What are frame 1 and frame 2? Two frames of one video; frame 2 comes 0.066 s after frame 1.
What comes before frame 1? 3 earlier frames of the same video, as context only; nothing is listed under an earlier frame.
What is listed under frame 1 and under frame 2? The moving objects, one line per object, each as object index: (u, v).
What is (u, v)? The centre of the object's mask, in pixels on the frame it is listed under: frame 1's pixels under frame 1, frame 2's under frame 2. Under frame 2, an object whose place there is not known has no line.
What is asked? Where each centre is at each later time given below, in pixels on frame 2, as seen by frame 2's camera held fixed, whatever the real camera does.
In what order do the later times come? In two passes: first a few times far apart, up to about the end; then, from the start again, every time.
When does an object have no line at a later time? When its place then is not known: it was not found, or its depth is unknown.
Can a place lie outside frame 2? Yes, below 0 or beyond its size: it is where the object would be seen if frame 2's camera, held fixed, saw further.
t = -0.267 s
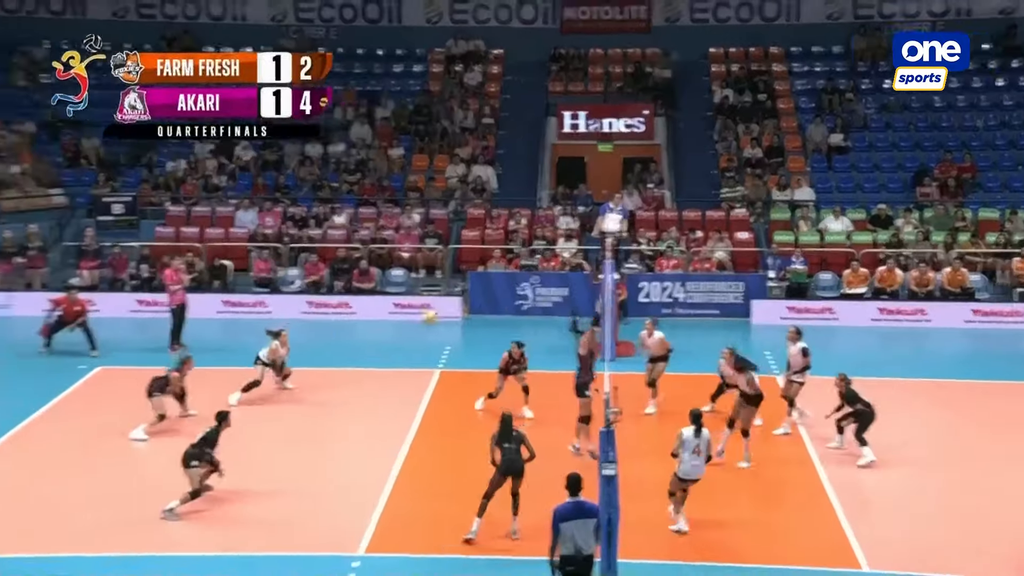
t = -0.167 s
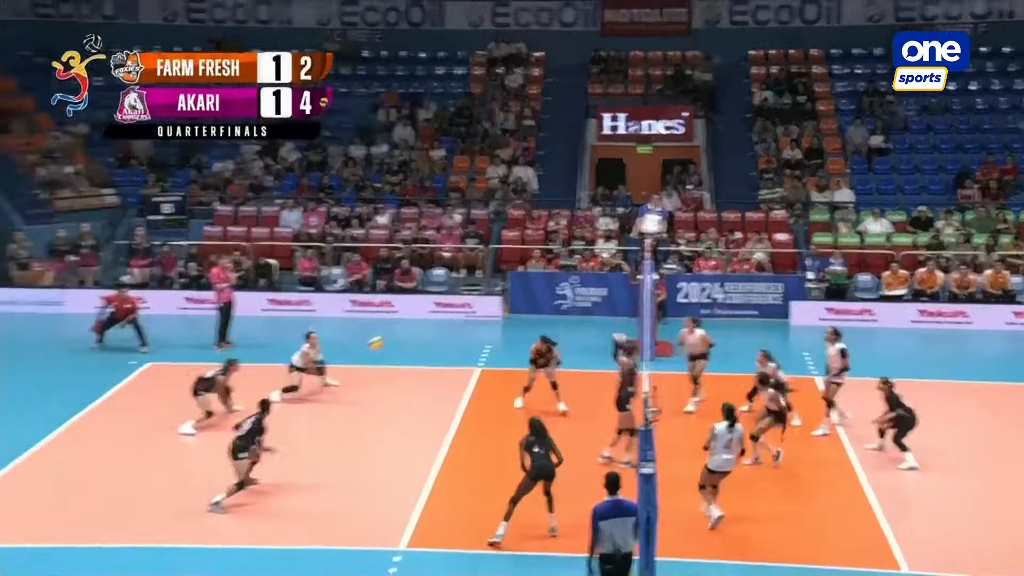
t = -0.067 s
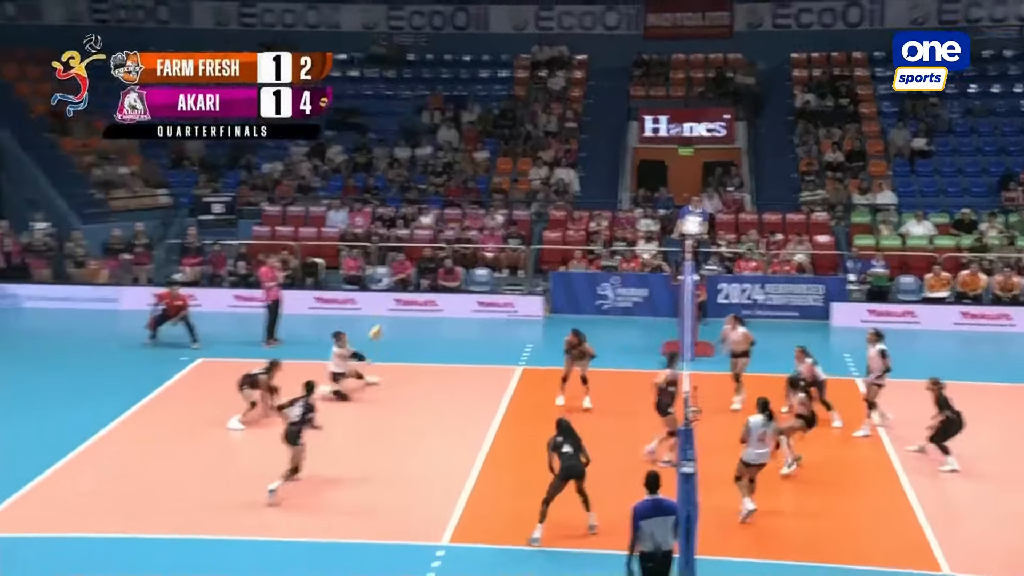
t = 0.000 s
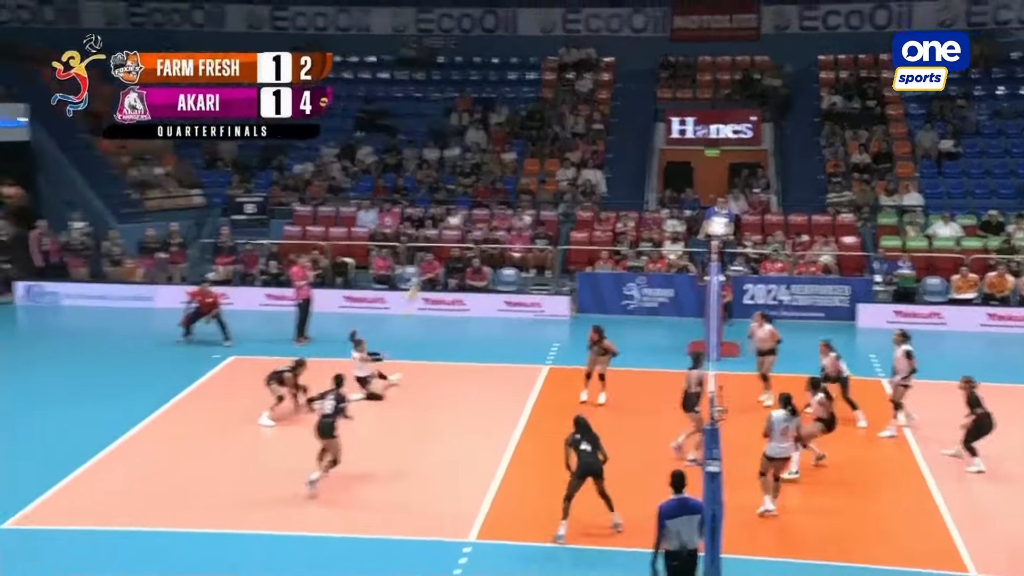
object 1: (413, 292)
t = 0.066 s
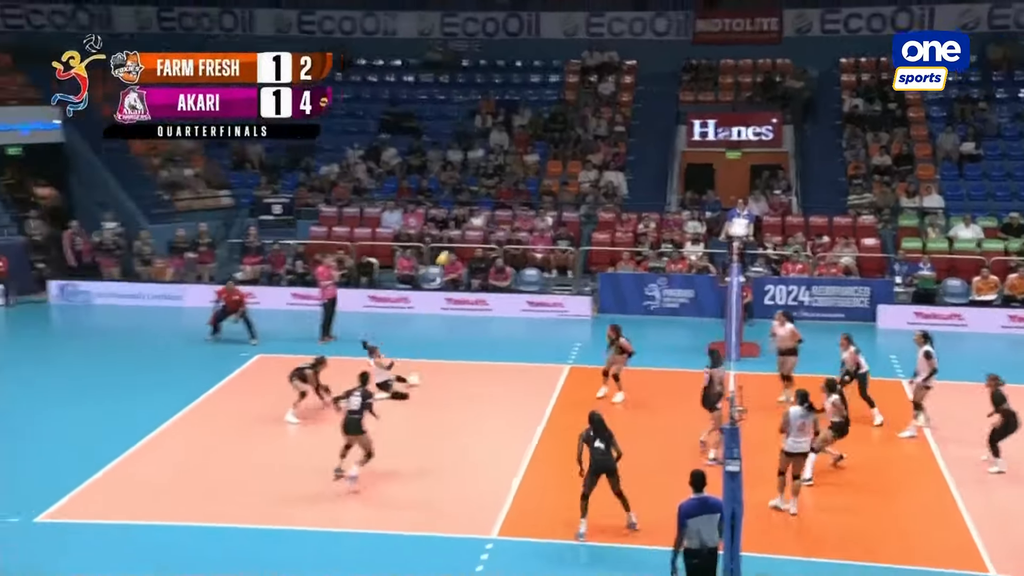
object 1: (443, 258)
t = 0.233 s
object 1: (461, 179)
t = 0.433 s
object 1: (485, 106)
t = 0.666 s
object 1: (511, 47)
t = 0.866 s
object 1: (532, 22)
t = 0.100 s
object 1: (446, 241)
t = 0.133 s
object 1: (451, 224)
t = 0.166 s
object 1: (455, 208)
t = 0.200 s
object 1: (459, 194)
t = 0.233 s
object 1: (461, 179)
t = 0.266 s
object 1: (465, 165)
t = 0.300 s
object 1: (468, 151)
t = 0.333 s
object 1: (473, 139)
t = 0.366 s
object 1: (477, 126)
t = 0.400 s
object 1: (480, 116)
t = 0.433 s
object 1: (485, 106)
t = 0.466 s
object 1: (488, 95)
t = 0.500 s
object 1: (492, 85)
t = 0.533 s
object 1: (495, 76)
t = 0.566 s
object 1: (499, 67)
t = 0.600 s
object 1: (503, 60)
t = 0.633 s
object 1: (507, 53)
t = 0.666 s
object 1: (511, 47)
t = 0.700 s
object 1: (514, 41)
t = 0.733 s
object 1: (518, 37)
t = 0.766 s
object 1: (521, 32)
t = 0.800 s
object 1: (525, 28)
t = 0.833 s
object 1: (528, 25)
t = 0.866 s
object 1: (532, 22)
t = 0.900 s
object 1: (535, 20)
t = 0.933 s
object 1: (539, 19)
